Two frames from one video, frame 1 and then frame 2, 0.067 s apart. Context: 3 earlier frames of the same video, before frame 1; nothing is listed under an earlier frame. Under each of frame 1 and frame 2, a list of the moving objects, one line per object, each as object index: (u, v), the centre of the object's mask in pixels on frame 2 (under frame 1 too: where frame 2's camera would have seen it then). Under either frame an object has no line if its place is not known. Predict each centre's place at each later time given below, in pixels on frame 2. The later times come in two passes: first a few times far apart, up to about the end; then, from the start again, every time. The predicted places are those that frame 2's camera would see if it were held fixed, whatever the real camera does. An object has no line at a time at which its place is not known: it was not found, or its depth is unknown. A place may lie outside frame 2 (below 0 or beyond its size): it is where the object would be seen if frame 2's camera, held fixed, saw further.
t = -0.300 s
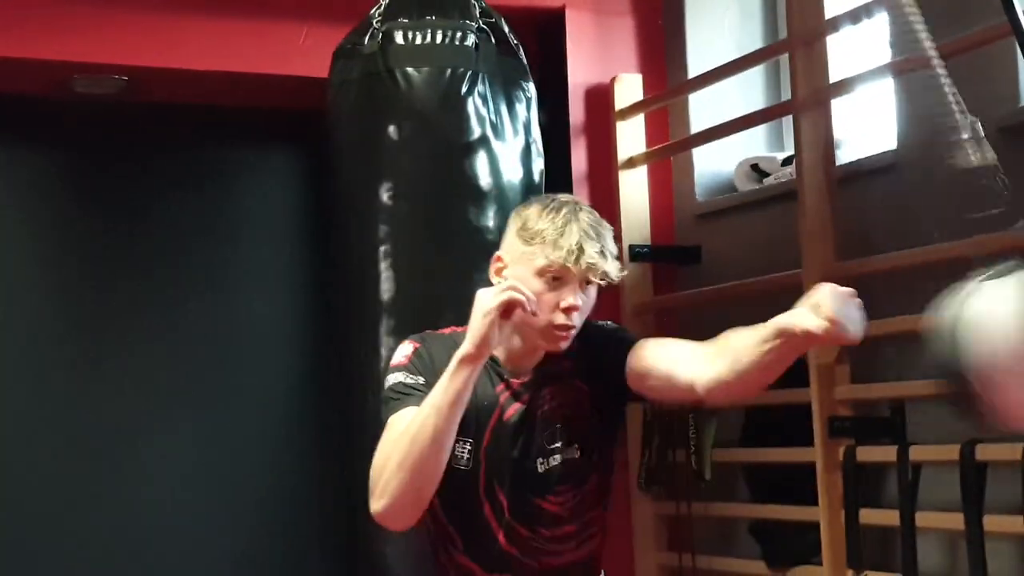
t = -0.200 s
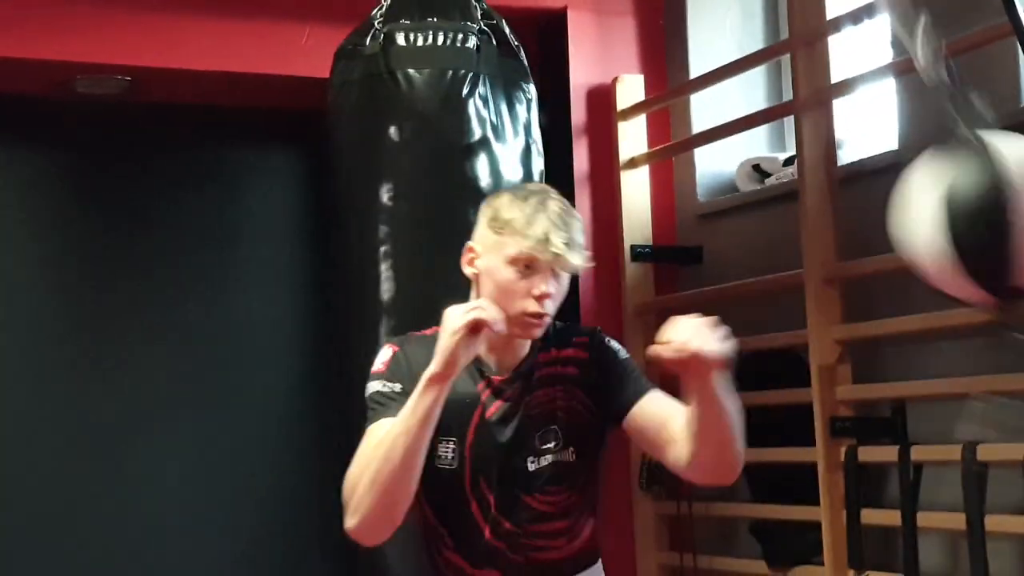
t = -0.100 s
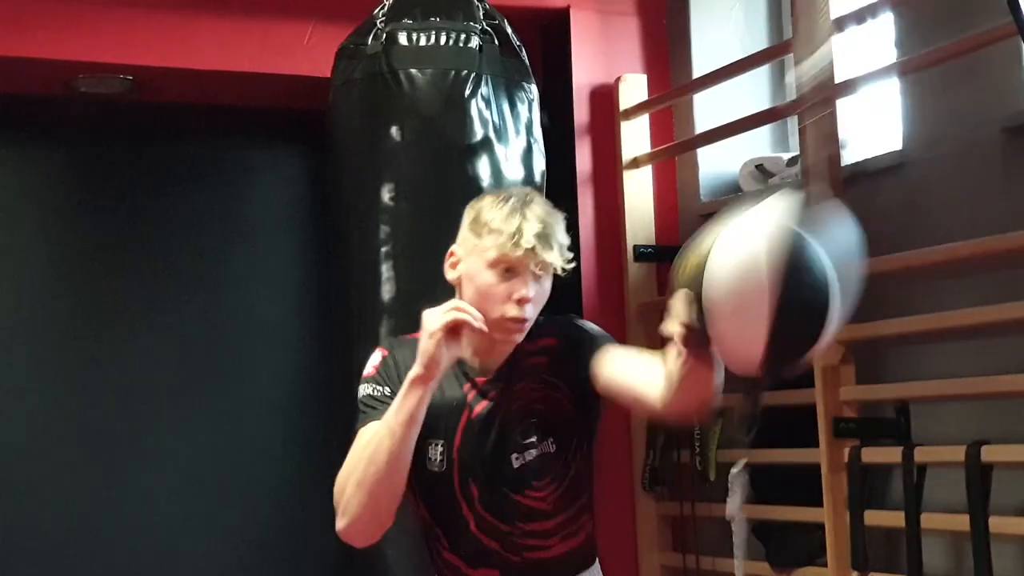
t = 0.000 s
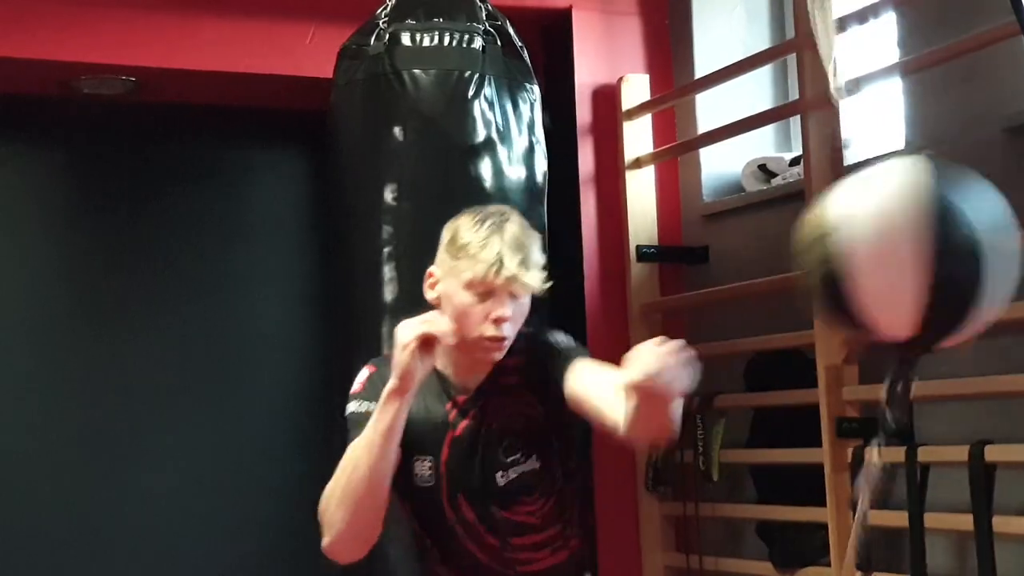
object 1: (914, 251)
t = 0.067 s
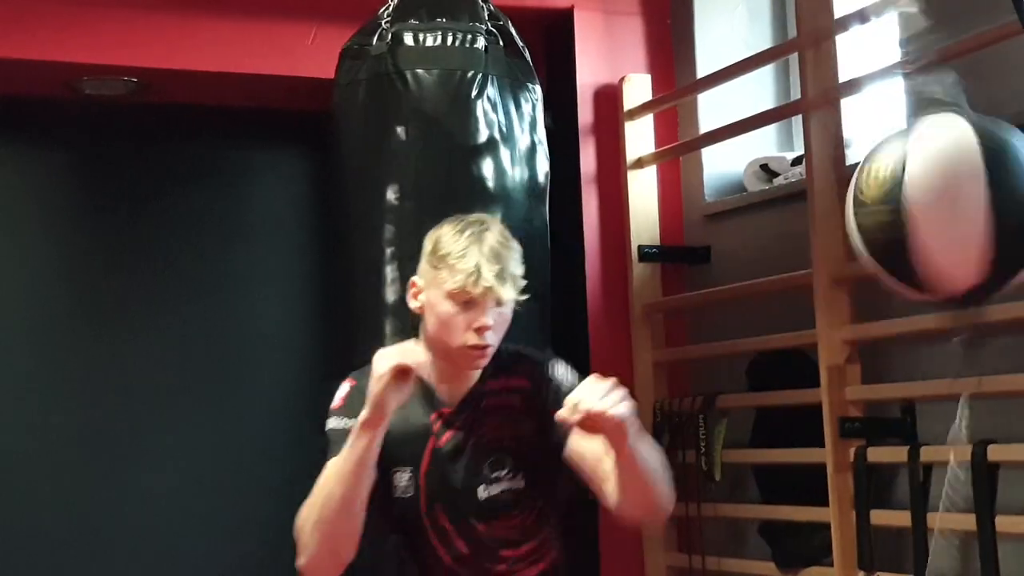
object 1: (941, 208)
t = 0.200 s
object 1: (837, 359)
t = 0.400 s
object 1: (706, 248)
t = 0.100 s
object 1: (935, 213)
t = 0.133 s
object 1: (912, 248)
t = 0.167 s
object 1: (881, 309)
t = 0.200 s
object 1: (837, 359)
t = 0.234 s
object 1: (796, 375)
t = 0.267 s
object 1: (765, 353)
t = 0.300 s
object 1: (738, 310)
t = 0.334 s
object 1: (721, 263)
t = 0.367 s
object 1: (706, 235)
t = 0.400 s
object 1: (706, 248)
